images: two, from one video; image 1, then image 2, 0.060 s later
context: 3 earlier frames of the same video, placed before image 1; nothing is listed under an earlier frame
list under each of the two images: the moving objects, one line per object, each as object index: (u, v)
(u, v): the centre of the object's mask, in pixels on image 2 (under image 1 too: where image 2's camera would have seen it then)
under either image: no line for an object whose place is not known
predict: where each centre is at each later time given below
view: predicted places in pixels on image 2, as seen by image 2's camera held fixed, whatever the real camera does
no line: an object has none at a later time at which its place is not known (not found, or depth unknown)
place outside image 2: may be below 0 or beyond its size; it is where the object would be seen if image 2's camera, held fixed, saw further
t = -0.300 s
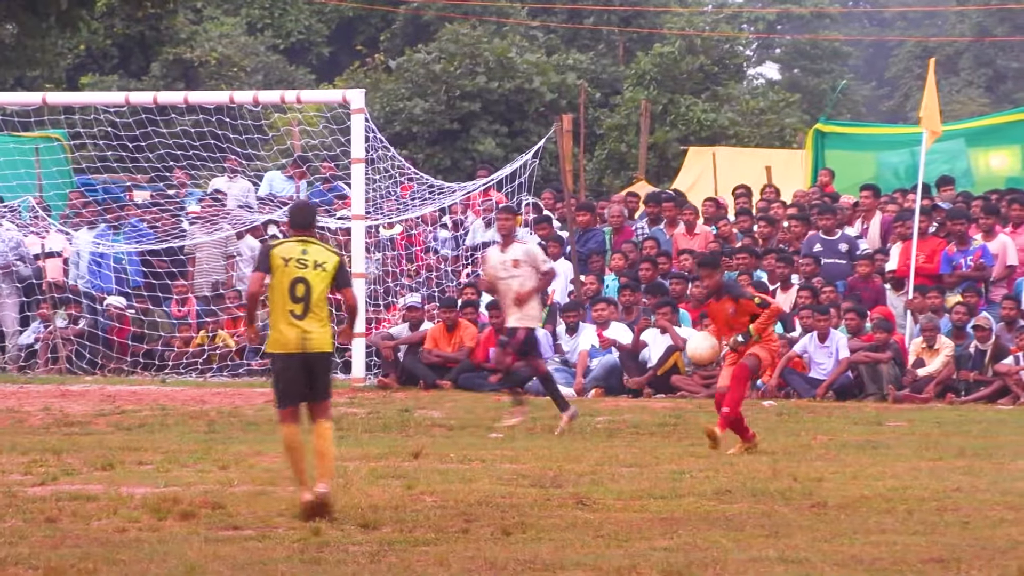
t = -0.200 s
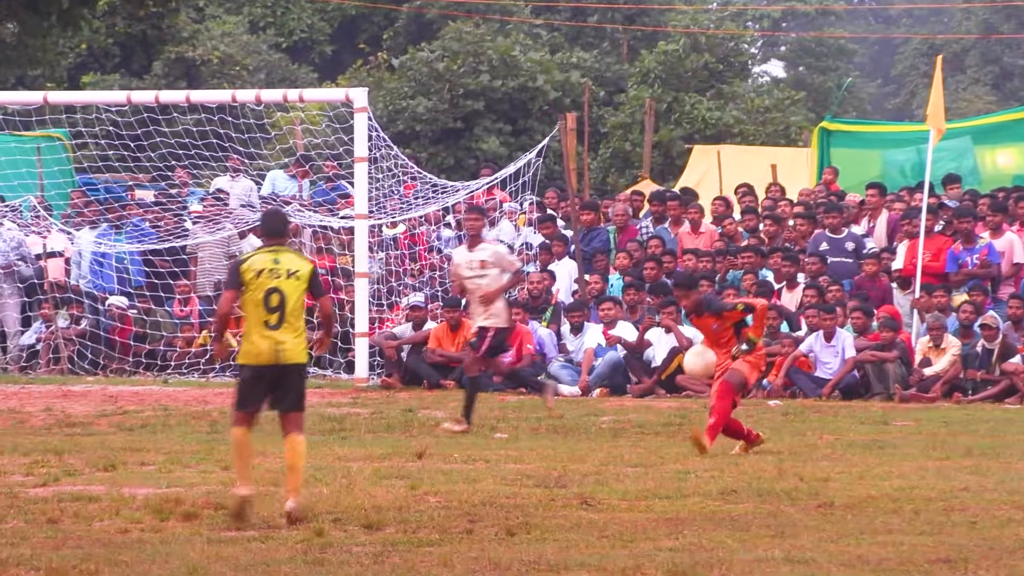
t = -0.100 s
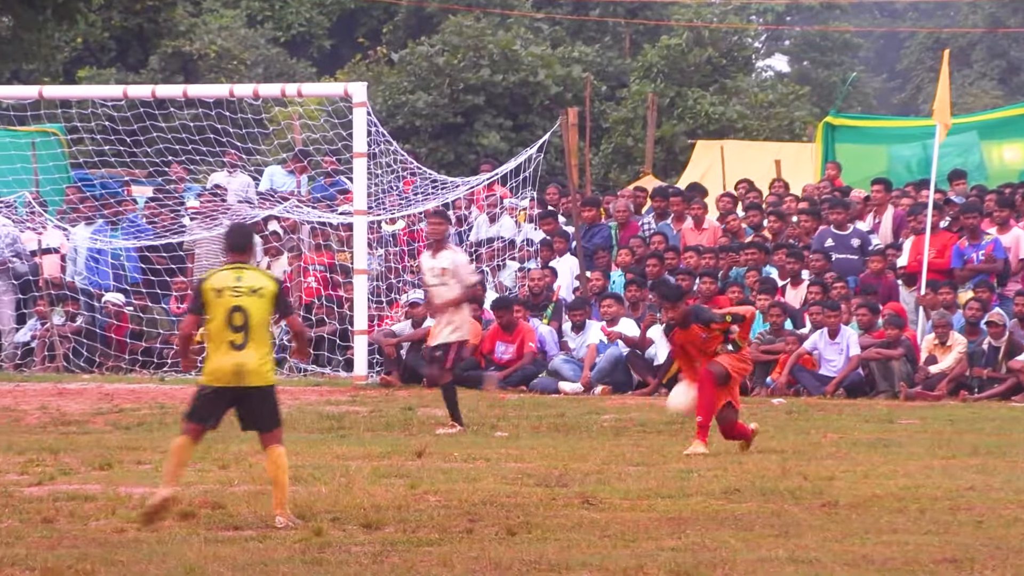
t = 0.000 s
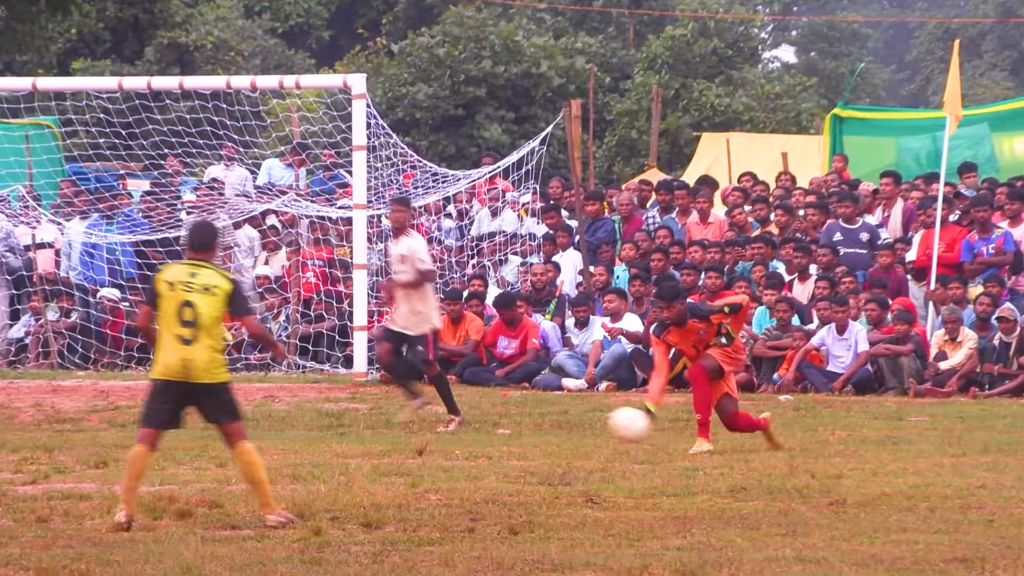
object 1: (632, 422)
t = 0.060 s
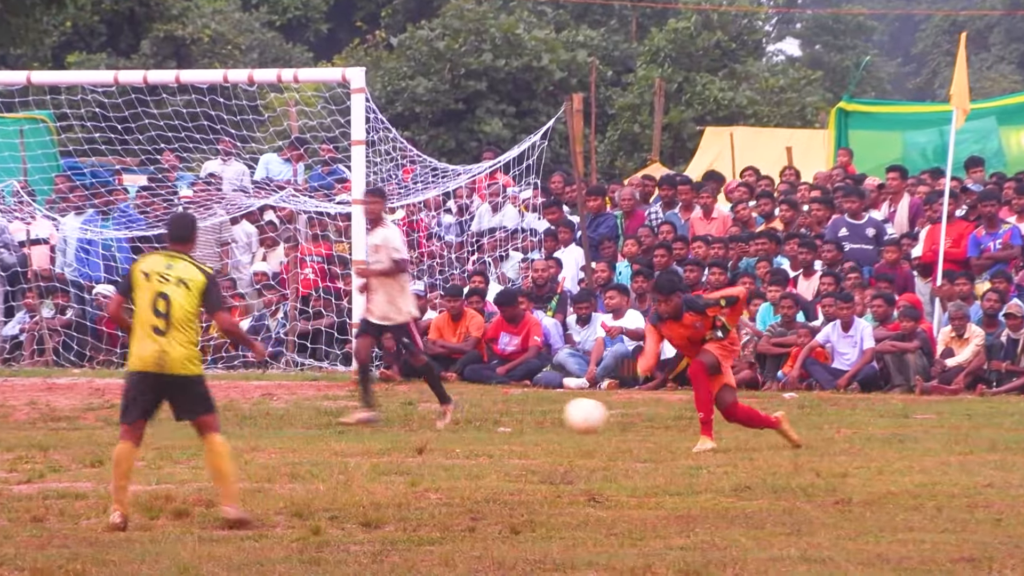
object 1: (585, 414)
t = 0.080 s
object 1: (569, 413)
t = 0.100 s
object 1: (553, 414)
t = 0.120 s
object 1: (537, 413)
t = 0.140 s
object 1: (520, 414)
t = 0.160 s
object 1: (503, 416)
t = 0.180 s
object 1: (487, 419)
